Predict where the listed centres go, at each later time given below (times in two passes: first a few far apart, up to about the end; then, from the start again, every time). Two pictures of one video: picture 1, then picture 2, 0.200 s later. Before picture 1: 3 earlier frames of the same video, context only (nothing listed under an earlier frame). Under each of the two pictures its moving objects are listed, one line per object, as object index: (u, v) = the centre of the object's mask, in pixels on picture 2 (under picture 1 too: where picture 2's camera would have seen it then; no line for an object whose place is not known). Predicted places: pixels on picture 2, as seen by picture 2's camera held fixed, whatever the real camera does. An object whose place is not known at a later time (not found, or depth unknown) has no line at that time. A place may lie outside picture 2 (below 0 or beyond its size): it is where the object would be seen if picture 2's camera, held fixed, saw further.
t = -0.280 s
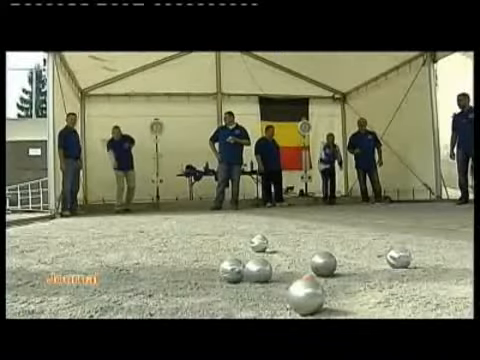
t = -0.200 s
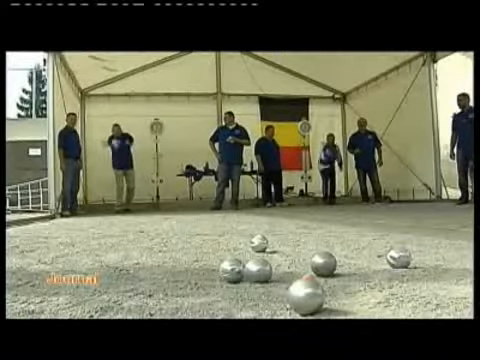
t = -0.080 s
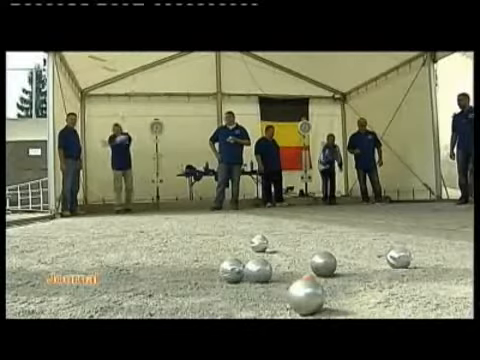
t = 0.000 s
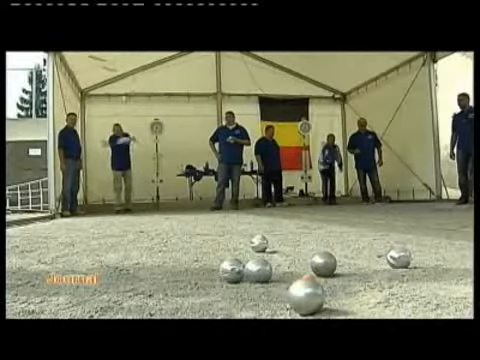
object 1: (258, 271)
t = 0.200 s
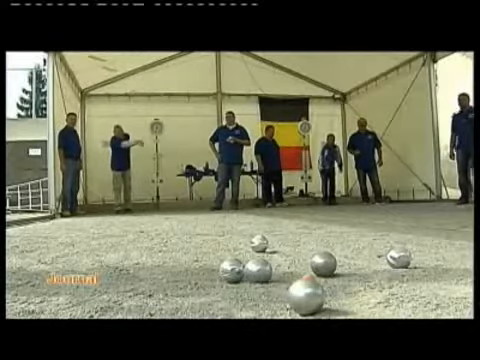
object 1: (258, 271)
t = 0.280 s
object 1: (257, 271)
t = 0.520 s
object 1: (258, 271)
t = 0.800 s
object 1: (258, 271)
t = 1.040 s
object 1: (243, 277)
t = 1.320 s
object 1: (221, 279)
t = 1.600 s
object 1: (210, 281)
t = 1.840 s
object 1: (206, 281)
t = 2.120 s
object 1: (206, 281)
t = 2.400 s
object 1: (206, 281)
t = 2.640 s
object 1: (204, 281)
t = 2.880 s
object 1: (204, 280)
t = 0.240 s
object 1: (257, 271)
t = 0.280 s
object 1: (257, 271)
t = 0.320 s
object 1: (257, 271)
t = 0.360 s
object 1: (257, 271)
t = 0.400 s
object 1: (257, 271)
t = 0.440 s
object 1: (257, 271)
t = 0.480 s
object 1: (258, 271)
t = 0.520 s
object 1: (258, 271)
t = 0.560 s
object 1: (258, 271)
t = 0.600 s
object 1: (258, 271)
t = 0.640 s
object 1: (258, 271)
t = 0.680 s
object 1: (258, 271)
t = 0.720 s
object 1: (258, 271)
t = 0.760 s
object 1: (257, 271)
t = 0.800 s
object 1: (258, 271)
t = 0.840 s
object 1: (257, 271)
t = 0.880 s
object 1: (257, 271)
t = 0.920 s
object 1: (258, 271)
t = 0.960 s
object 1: (257, 271)
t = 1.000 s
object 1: (251, 275)
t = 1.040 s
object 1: (243, 277)
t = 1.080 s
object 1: (238, 276)
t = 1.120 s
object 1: (234, 278)
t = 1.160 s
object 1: (230, 280)
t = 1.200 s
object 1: (227, 279)
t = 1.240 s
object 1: (225, 279)
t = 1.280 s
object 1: (224, 278)
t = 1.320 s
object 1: (221, 279)
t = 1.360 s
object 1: (219, 280)
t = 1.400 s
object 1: (217, 280)
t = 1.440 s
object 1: (216, 280)
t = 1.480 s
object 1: (214, 280)
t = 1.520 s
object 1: (213, 280)
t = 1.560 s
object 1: (212, 280)
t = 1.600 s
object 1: (210, 281)
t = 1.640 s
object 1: (208, 281)
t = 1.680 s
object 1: (208, 281)
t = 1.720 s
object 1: (207, 281)
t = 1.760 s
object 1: (207, 281)
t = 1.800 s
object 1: (206, 281)
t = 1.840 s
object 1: (206, 281)
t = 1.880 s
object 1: (206, 281)
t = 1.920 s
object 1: (206, 281)
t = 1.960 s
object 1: (206, 281)
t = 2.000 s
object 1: (206, 281)
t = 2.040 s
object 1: (206, 281)
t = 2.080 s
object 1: (206, 281)
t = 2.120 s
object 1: (206, 281)
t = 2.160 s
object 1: (206, 281)
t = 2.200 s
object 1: (206, 281)
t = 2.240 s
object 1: (206, 281)
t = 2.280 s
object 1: (206, 281)
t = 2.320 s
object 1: (206, 281)
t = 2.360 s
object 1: (206, 281)
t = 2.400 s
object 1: (206, 281)
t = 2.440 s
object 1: (205, 281)
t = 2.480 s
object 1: (205, 280)
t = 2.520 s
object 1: (205, 280)
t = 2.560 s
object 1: (205, 280)
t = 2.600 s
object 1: (204, 281)
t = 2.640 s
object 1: (204, 281)
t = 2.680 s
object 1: (204, 280)
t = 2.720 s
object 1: (204, 281)
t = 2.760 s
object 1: (204, 280)
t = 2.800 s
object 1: (204, 280)
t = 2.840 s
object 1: (204, 280)
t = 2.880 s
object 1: (204, 280)
